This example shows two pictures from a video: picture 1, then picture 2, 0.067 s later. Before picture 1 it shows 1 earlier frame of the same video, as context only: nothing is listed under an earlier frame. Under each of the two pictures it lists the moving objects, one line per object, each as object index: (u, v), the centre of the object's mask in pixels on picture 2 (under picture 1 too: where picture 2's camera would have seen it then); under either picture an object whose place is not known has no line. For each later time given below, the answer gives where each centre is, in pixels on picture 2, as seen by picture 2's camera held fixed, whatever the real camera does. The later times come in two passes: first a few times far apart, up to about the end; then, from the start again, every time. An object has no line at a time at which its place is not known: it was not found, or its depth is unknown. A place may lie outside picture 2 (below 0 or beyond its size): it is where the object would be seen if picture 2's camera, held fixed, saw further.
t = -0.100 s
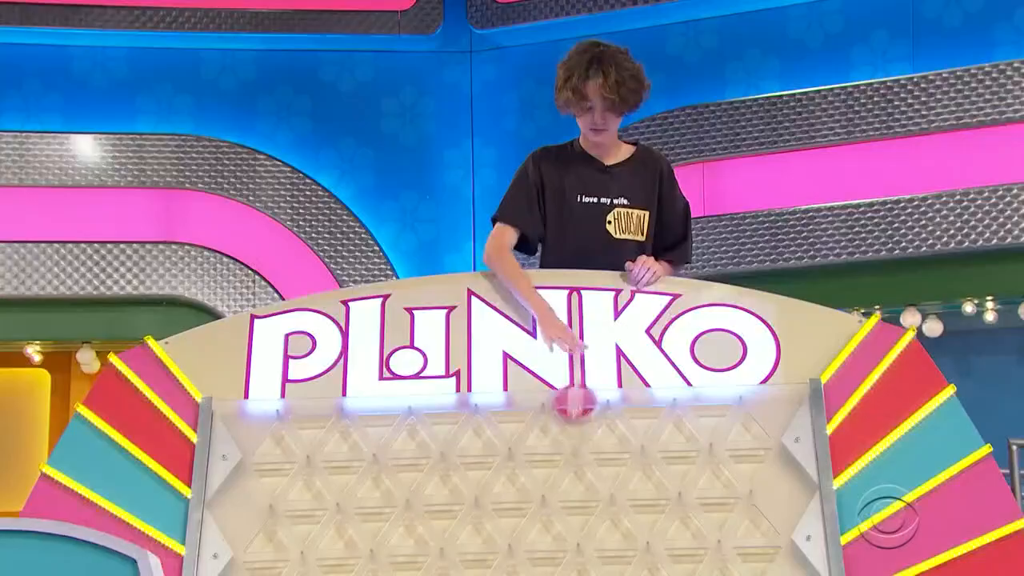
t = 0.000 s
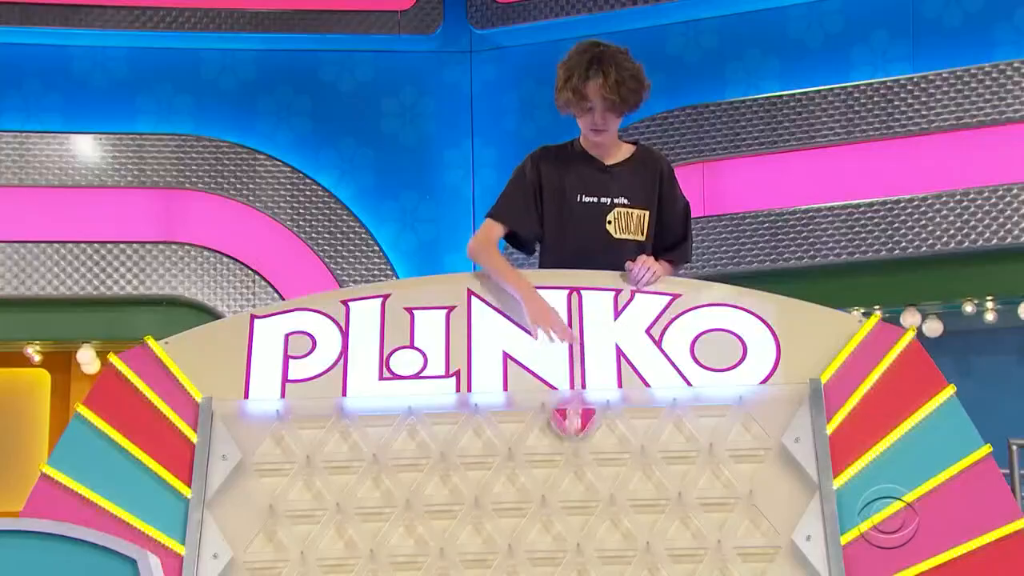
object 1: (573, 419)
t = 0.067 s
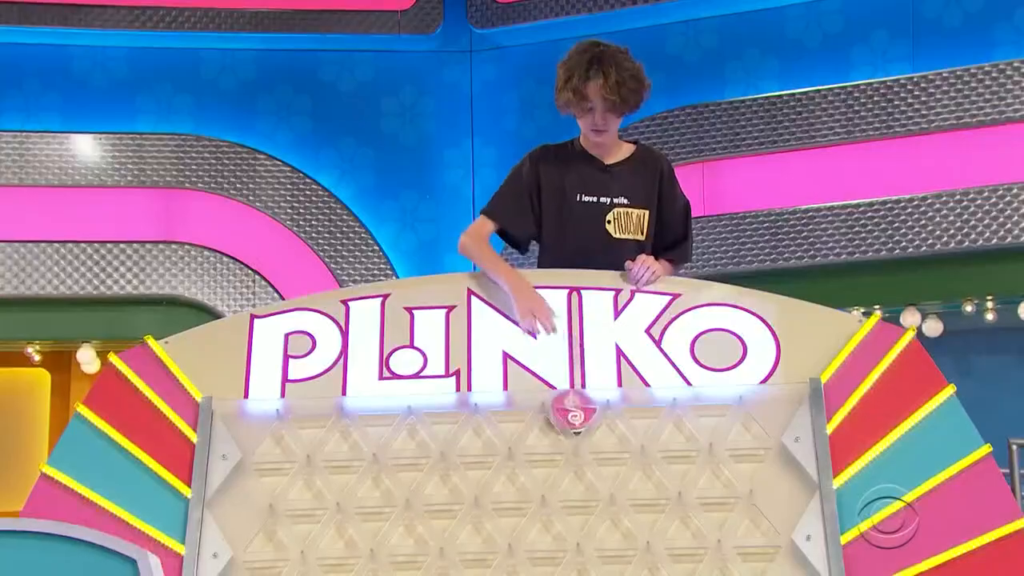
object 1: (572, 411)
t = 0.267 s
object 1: (571, 422)
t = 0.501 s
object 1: (558, 428)
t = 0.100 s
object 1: (573, 414)
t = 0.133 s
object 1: (574, 423)
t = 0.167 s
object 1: (574, 428)
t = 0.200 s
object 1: (574, 426)
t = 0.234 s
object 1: (572, 424)
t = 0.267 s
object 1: (571, 422)
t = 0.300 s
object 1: (570, 423)
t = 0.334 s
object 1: (569, 425)
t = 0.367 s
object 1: (567, 429)
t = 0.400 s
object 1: (565, 428)
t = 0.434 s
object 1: (562, 425)
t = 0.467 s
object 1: (560, 425)
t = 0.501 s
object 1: (558, 428)
